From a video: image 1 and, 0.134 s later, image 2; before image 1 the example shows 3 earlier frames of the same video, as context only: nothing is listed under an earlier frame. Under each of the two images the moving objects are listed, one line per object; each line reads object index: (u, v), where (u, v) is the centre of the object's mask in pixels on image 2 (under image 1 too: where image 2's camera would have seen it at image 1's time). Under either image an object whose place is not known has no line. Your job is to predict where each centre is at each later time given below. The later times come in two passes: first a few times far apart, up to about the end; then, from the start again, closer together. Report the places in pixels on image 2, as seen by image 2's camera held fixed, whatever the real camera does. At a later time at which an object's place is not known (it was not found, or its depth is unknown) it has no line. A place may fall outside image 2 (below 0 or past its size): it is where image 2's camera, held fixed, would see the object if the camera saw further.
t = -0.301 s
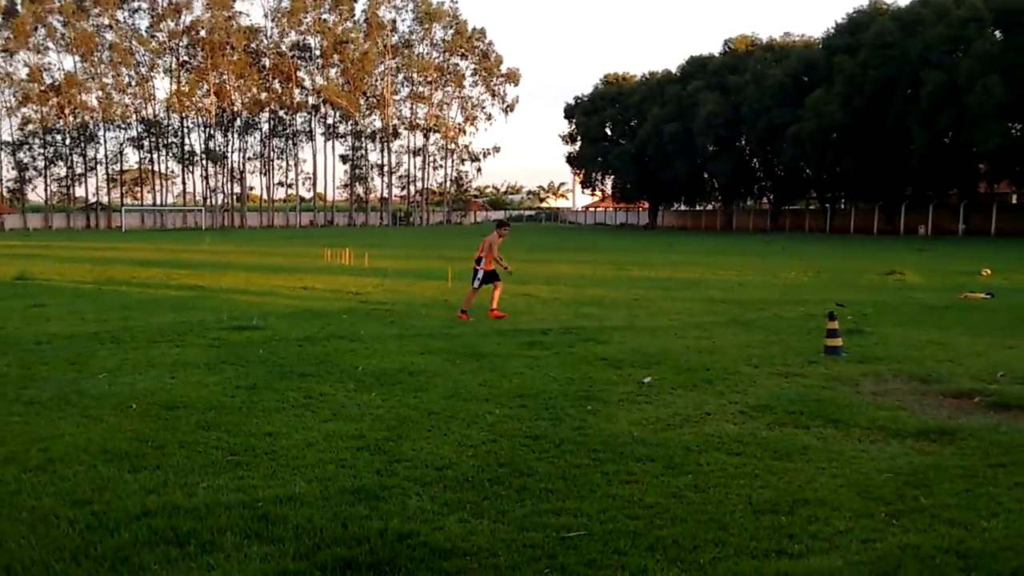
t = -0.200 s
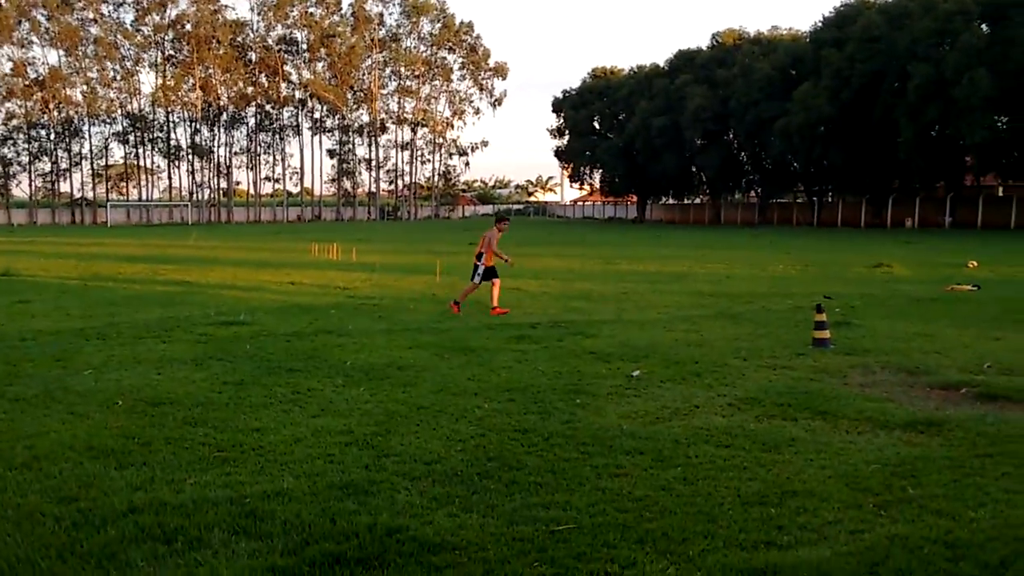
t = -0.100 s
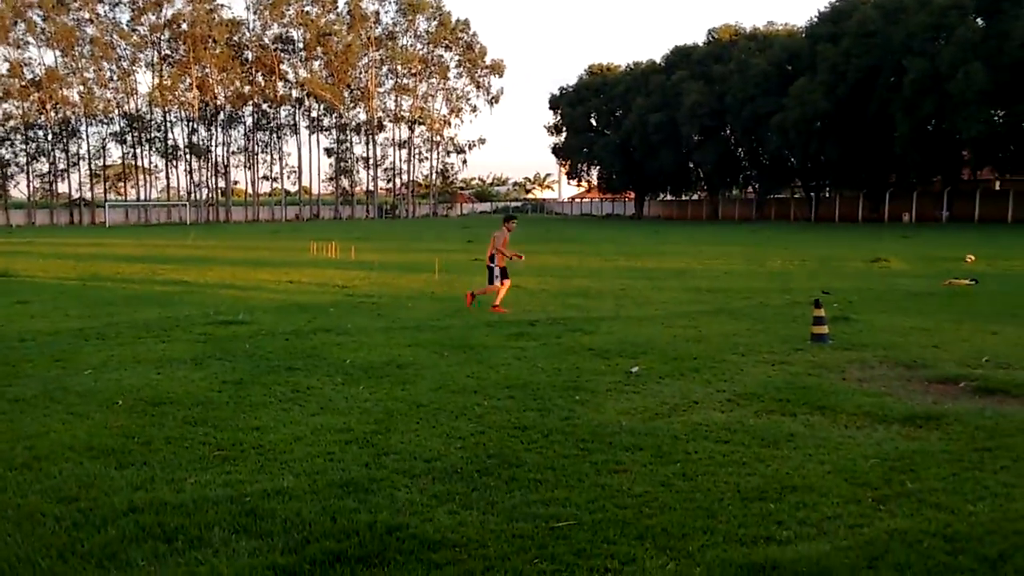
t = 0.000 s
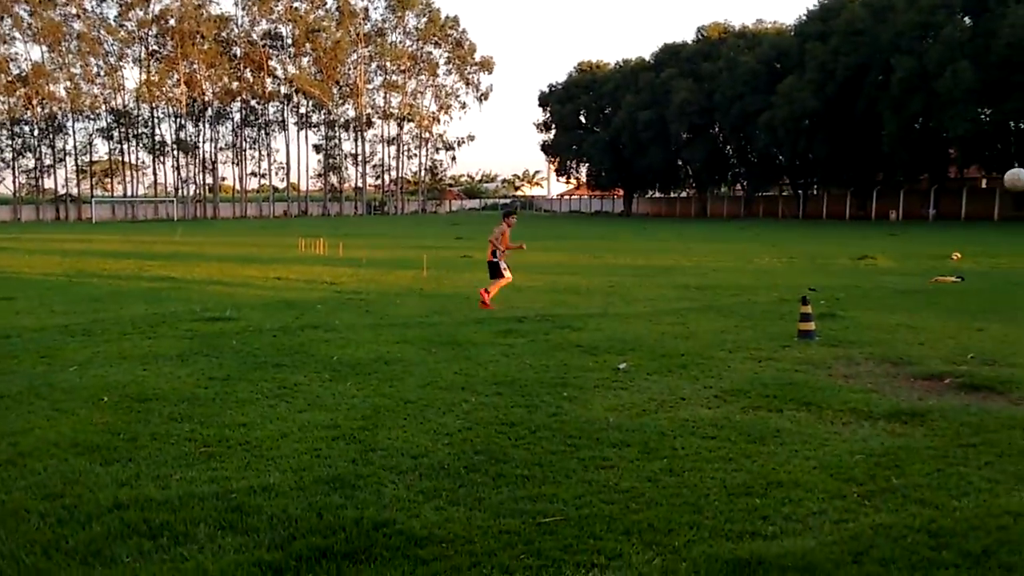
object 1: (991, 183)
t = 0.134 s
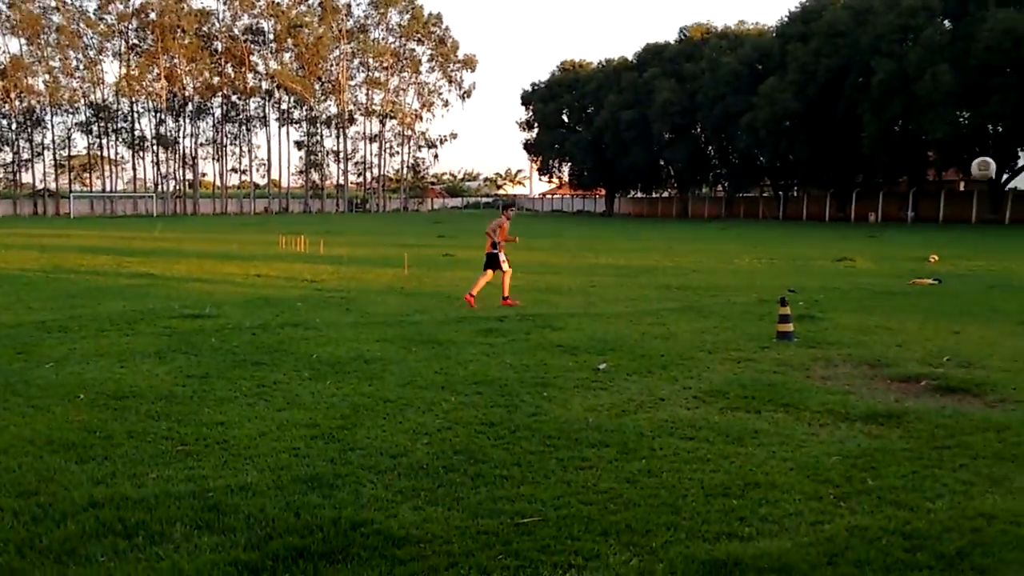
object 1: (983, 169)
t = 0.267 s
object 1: (972, 171)
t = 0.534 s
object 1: (947, 222)
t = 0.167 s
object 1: (980, 168)
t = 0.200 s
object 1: (977, 168)
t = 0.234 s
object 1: (974, 169)
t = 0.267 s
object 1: (972, 171)
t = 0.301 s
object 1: (968, 176)
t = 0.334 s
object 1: (965, 180)
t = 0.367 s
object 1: (963, 185)
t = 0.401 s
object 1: (959, 191)
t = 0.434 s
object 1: (956, 197)
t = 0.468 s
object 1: (952, 205)
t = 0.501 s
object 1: (949, 214)
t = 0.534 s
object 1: (947, 222)
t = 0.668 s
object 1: (937, 268)
